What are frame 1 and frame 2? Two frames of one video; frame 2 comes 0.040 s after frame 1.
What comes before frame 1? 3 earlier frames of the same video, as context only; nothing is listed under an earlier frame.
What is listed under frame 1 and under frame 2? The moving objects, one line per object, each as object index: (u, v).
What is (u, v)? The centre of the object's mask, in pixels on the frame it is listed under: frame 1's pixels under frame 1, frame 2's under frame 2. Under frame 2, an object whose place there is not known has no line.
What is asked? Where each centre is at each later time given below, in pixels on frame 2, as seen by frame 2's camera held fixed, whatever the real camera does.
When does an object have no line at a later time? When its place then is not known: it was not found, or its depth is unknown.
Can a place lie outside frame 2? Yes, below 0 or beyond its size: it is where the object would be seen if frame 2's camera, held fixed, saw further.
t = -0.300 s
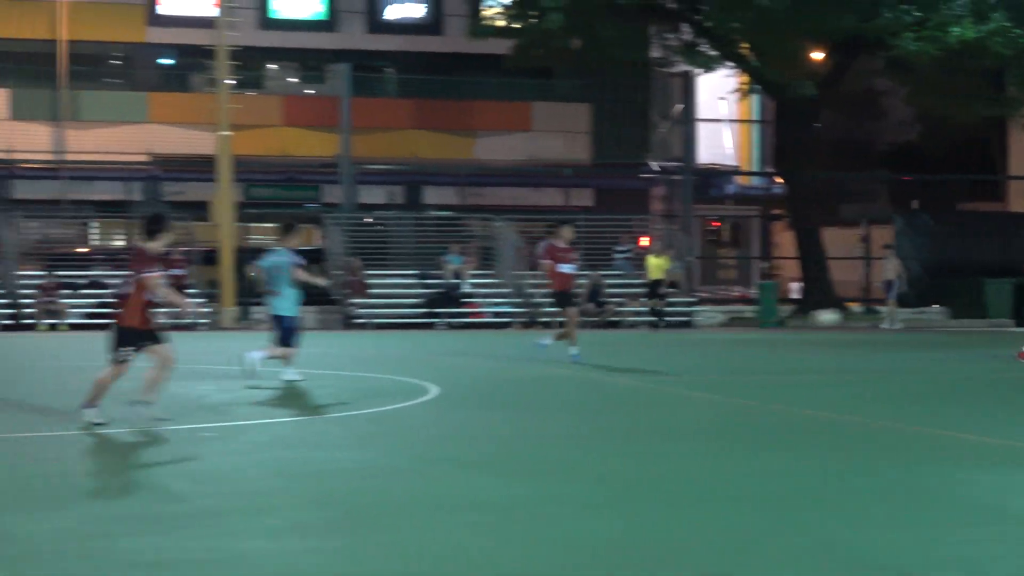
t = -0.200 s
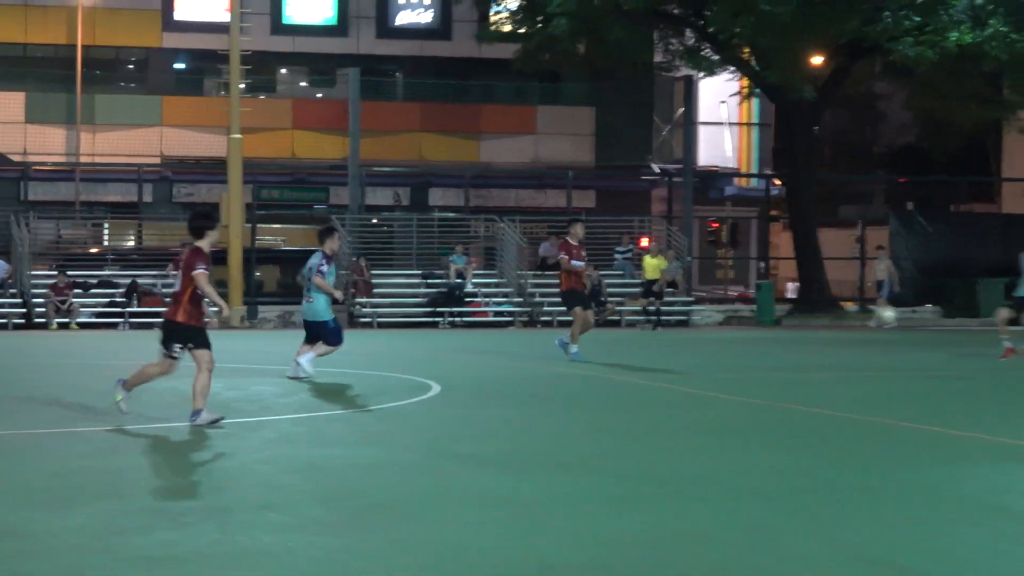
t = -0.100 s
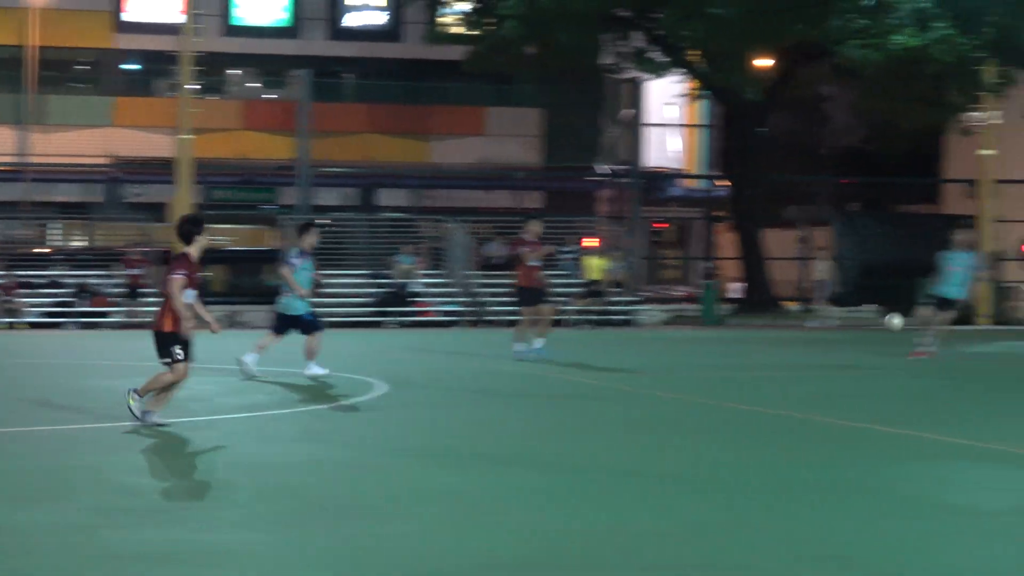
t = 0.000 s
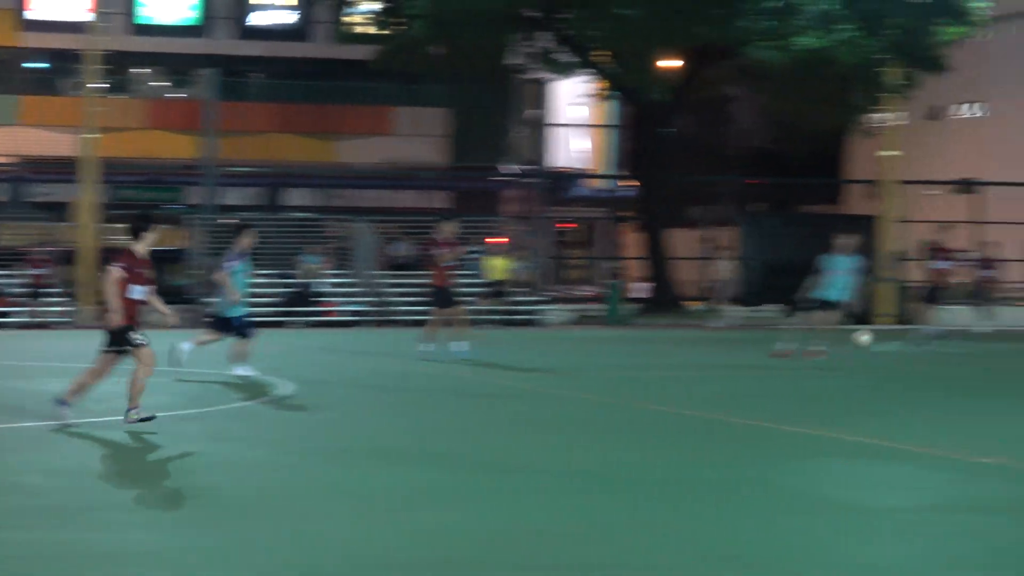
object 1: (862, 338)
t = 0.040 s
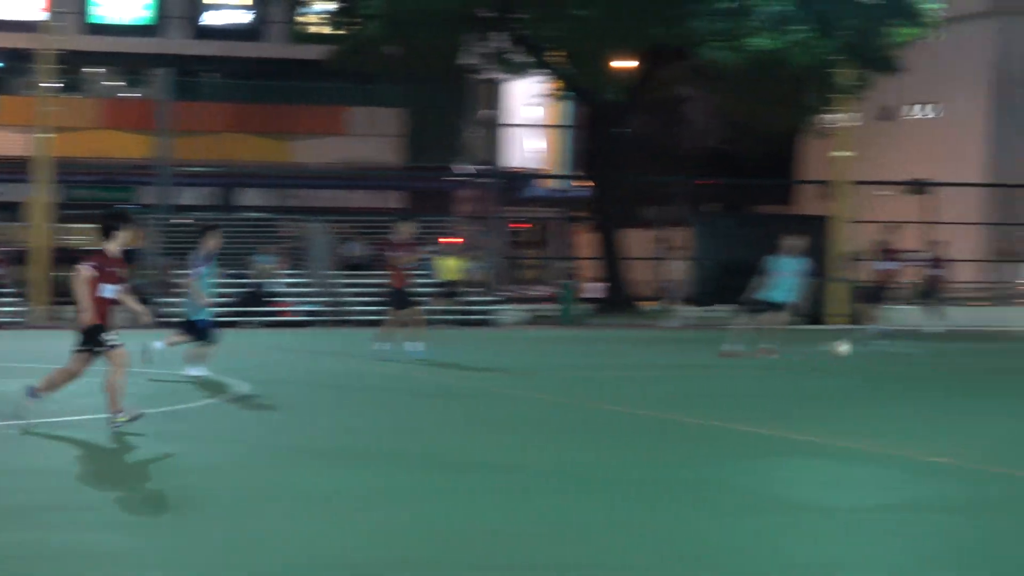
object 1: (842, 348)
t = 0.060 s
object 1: (855, 353)
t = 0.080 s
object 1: (868, 360)
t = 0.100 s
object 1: (883, 366)
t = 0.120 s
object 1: (897, 365)
